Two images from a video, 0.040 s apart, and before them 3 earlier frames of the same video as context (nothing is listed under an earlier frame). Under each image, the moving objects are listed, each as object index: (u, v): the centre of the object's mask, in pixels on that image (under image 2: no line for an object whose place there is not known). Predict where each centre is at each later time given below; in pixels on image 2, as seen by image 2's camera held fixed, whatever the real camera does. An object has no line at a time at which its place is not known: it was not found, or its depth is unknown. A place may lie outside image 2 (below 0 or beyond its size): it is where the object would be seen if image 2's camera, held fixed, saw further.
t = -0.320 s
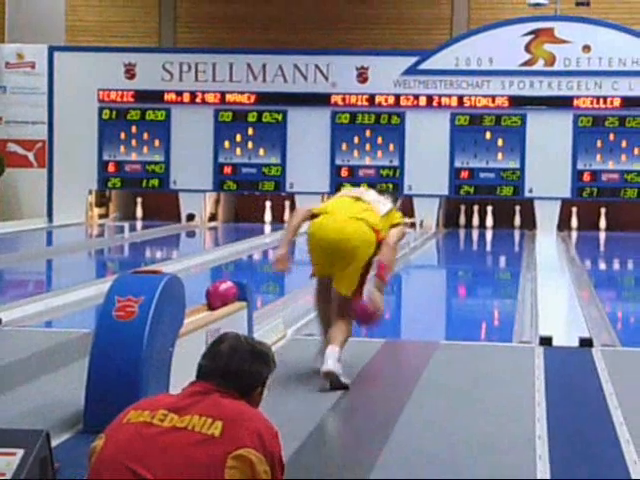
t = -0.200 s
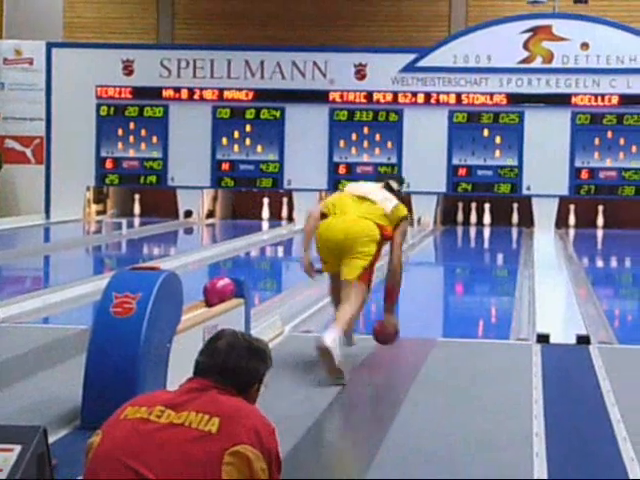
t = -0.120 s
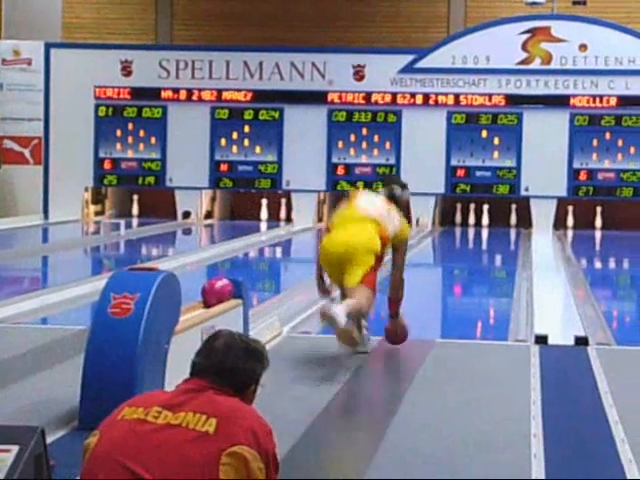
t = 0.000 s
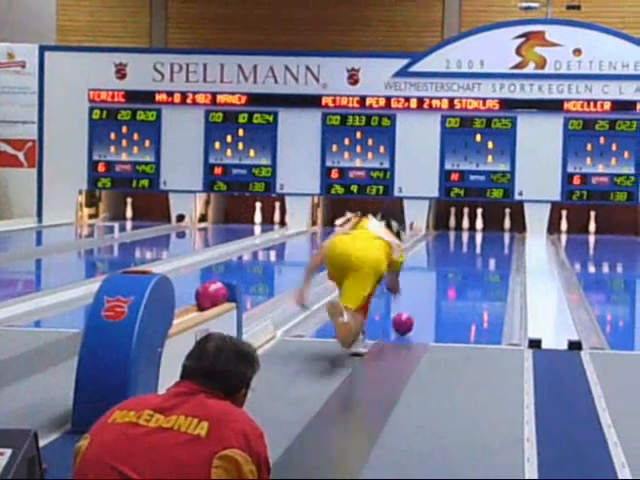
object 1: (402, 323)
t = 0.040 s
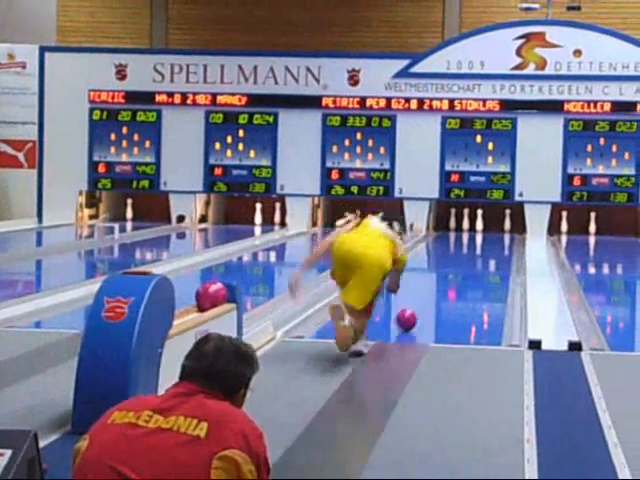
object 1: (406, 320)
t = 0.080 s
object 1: (409, 315)
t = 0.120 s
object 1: (413, 310)
